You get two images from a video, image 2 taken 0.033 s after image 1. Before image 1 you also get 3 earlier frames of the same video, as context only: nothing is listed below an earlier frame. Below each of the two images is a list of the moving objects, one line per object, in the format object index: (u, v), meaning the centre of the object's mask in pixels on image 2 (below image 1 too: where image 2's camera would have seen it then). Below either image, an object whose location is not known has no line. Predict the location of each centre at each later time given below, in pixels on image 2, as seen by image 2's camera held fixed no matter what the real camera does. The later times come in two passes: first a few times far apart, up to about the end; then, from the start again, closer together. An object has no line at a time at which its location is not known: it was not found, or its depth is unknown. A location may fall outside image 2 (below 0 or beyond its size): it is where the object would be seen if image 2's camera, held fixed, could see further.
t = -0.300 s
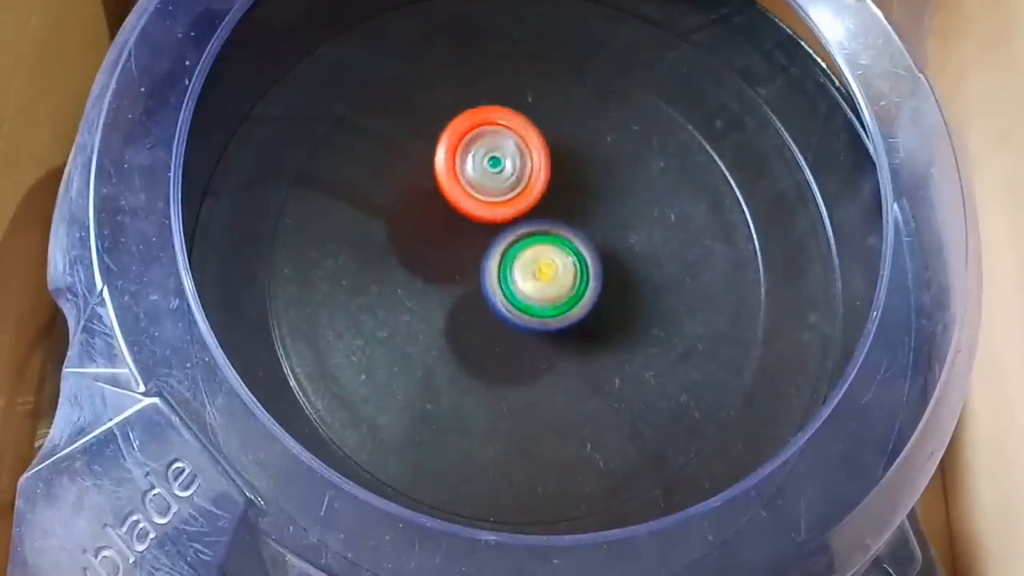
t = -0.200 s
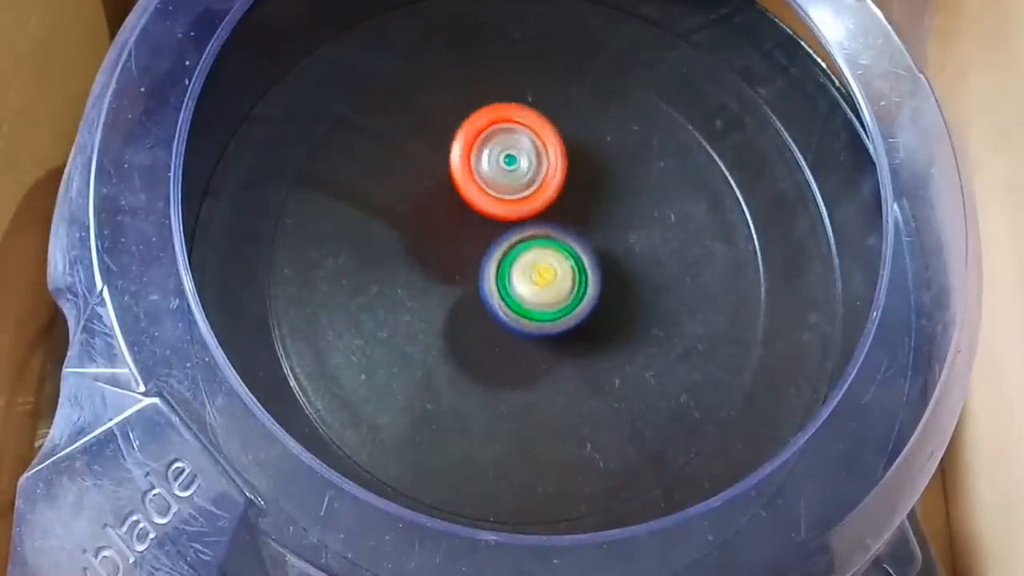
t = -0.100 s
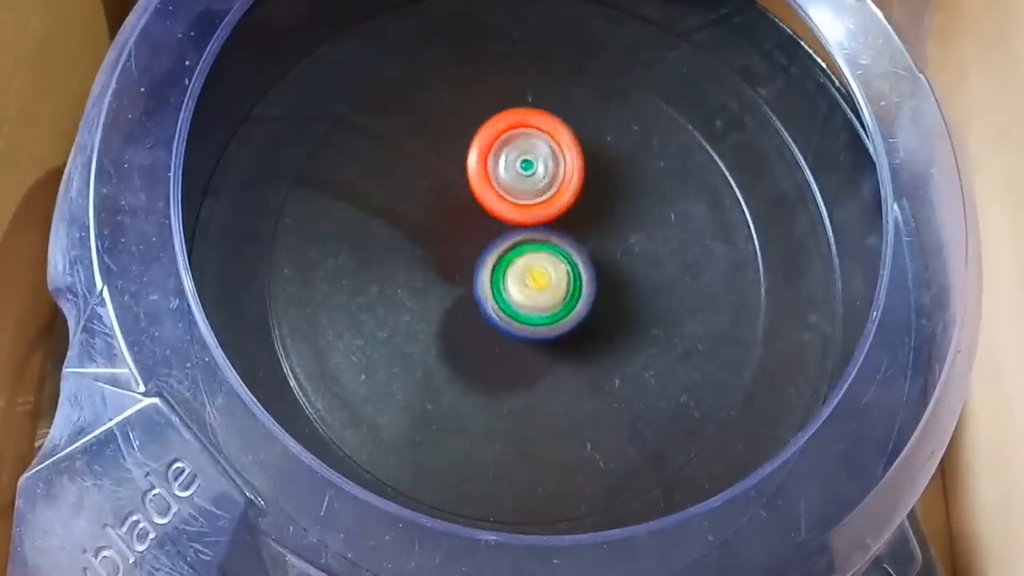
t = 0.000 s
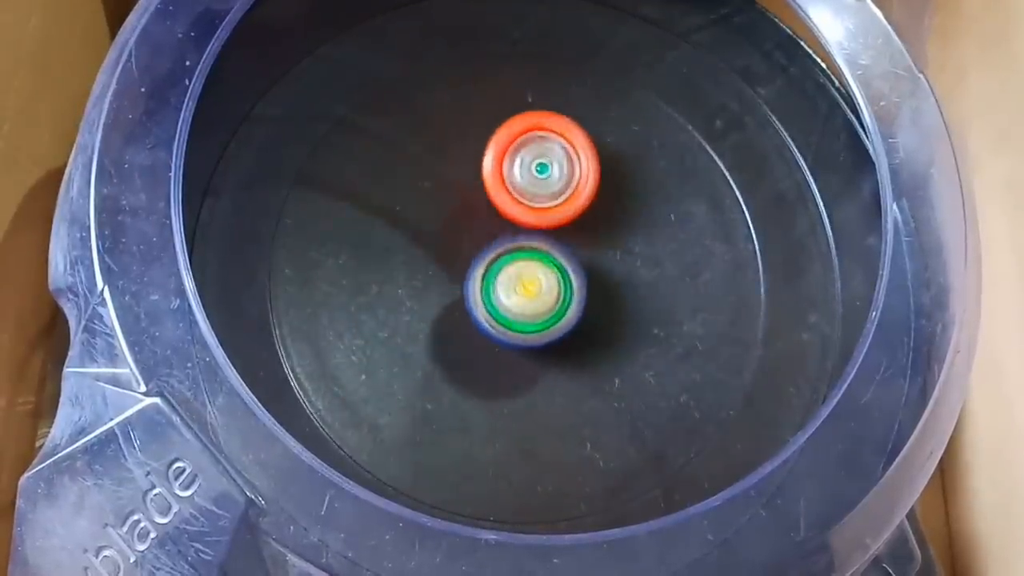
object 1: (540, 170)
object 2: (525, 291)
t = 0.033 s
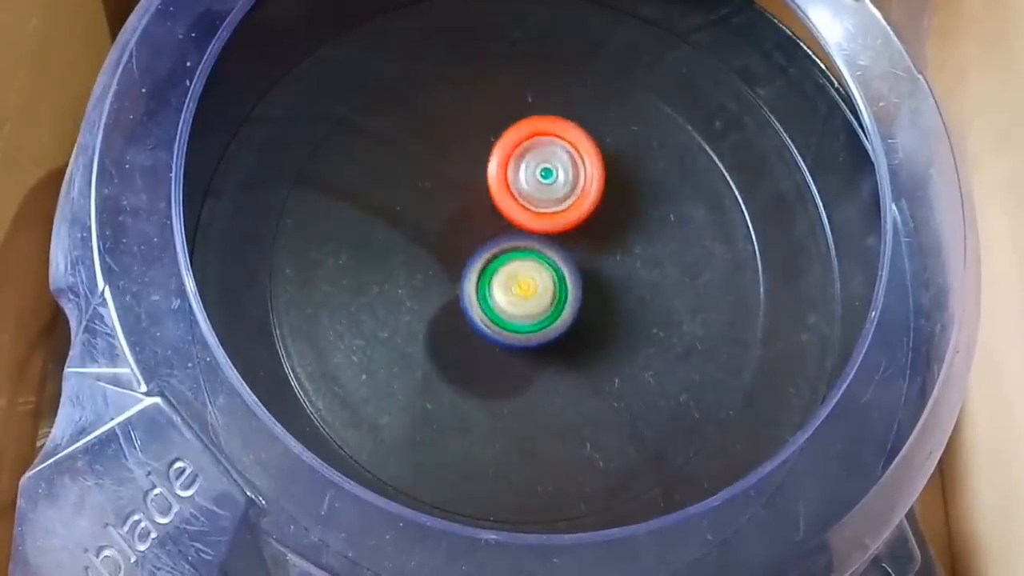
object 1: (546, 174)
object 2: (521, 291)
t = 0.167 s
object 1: (568, 184)
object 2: (505, 291)
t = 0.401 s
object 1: (598, 208)
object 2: (482, 285)
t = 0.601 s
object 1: (608, 248)
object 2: (484, 273)
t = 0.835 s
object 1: (619, 283)
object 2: (479, 263)
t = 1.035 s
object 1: (606, 318)
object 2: (491, 258)
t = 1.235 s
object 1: (587, 344)
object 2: (497, 252)
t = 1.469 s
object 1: (545, 359)
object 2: (506, 244)
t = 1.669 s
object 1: (511, 362)
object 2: (515, 232)
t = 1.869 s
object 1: (480, 338)
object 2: (527, 234)
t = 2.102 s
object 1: (447, 314)
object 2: (547, 237)
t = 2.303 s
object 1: (439, 280)
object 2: (556, 251)
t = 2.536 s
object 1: (437, 237)
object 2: (564, 269)
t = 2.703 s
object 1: (452, 211)
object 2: (556, 280)
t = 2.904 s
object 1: (478, 185)
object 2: (552, 292)
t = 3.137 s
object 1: (513, 183)
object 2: (538, 299)
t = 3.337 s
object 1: (540, 180)
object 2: (524, 310)
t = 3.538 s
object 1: (574, 195)
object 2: (505, 315)
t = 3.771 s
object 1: (589, 232)
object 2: (489, 299)
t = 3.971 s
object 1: (597, 259)
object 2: (476, 290)
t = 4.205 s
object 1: (598, 287)
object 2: (466, 269)
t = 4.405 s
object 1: (585, 308)
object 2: (465, 254)
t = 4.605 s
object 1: (568, 320)
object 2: (472, 241)
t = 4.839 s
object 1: (548, 328)
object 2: (481, 225)
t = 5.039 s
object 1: (530, 331)
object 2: (496, 208)
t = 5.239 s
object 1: (508, 322)
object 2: (514, 207)
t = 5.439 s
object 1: (490, 321)
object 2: (530, 208)
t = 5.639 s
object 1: (477, 316)
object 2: (546, 212)
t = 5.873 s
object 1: (467, 314)
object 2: (566, 216)
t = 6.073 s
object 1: (468, 296)
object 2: (575, 228)
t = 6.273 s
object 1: (466, 290)
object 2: (583, 237)
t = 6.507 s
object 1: (459, 275)
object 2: (590, 254)
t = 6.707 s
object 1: (445, 262)
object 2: (599, 267)
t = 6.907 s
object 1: (464, 256)
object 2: (589, 284)
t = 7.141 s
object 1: (471, 242)
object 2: (587, 297)
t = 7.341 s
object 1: (478, 235)
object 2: (580, 306)
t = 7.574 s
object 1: (486, 227)
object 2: (574, 316)
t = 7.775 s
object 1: (490, 214)
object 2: (571, 326)
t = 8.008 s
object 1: (502, 221)
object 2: (558, 331)
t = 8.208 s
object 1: (510, 217)
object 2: (548, 333)
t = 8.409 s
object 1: (506, 201)
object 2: (538, 341)
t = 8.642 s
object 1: (510, 215)
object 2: (519, 334)
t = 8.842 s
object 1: (509, 213)
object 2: (508, 332)
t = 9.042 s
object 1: (510, 209)
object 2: (502, 329)
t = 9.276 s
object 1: (524, 205)
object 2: (499, 323)
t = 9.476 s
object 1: (532, 205)
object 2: (495, 322)
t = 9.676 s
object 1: (542, 203)
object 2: (492, 323)
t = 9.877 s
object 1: (545, 215)
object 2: (489, 319)
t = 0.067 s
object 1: (551, 178)
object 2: (516, 292)
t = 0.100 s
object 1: (558, 178)
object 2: (512, 294)
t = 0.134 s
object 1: (563, 180)
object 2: (508, 293)
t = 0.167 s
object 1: (568, 184)
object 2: (505, 291)
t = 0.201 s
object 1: (572, 190)
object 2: (501, 288)
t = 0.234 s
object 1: (579, 191)
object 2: (496, 291)
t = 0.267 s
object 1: (586, 190)
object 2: (491, 293)
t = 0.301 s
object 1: (591, 191)
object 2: (488, 292)
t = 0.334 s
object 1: (594, 195)
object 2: (485, 290)
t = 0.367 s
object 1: (596, 201)
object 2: (483, 287)
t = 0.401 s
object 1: (598, 208)
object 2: (482, 285)
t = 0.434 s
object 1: (599, 216)
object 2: (482, 281)
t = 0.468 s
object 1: (600, 223)
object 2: (482, 279)
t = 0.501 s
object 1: (600, 231)
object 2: (484, 276)
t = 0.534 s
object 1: (602, 238)
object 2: (484, 275)
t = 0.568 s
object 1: (605, 243)
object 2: (485, 274)
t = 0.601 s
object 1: (608, 248)
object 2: (484, 273)
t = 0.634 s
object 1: (610, 254)
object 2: (484, 271)
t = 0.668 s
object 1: (609, 259)
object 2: (485, 270)
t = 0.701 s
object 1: (617, 265)
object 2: (480, 269)
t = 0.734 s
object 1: (622, 269)
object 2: (477, 268)
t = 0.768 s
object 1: (623, 273)
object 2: (477, 266)
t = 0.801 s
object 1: (622, 278)
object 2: (477, 264)
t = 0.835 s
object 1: (619, 283)
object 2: (479, 263)
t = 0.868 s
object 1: (616, 289)
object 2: (481, 262)
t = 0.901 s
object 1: (612, 295)
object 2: (484, 261)
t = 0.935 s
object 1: (608, 300)
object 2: (487, 261)
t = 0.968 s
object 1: (609, 308)
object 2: (488, 260)
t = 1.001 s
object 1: (609, 314)
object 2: (489, 259)
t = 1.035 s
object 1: (606, 318)
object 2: (491, 258)
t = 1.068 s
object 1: (601, 321)
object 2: (494, 258)
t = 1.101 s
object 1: (601, 329)
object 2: (492, 257)
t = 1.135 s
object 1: (599, 333)
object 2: (493, 256)
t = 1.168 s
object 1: (595, 335)
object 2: (495, 255)
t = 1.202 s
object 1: (589, 337)
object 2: (498, 255)
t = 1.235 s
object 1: (587, 344)
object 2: (497, 252)
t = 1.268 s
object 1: (585, 350)
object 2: (496, 249)
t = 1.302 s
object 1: (582, 352)
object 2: (497, 247)
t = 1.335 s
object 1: (576, 353)
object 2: (499, 245)
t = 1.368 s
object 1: (568, 353)
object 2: (501, 245)
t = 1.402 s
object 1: (559, 354)
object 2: (503, 245)
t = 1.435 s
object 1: (551, 353)
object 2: (506, 245)
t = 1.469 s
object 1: (545, 359)
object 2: (506, 244)
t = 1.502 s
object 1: (541, 363)
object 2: (506, 240)
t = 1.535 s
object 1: (537, 364)
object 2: (508, 239)
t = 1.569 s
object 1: (531, 361)
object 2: (509, 239)
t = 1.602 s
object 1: (525, 358)
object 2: (511, 239)
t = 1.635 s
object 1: (517, 355)
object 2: (513, 239)
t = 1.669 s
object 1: (511, 362)
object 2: (515, 232)
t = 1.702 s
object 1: (506, 363)
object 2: (516, 229)
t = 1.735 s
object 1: (502, 360)
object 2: (519, 229)
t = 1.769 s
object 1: (497, 355)
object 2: (521, 229)
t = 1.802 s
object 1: (491, 350)
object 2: (524, 231)
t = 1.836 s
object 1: (485, 344)
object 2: (526, 232)
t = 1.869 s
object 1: (480, 338)
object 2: (527, 234)
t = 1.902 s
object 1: (472, 339)
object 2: (532, 231)
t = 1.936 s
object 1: (467, 336)
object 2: (534, 231)
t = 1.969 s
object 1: (463, 331)
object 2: (536, 232)
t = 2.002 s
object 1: (460, 326)
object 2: (538, 235)
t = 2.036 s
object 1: (458, 318)
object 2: (540, 237)
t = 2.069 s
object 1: (451, 318)
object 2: (544, 236)
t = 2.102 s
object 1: (447, 314)
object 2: (547, 237)
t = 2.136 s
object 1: (446, 310)
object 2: (549, 238)
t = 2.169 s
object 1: (445, 304)
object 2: (550, 241)
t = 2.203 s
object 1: (446, 296)
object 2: (550, 244)
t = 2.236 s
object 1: (441, 292)
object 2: (554, 246)
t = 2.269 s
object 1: (438, 285)
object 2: (556, 248)
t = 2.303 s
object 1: (439, 280)
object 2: (556, 251)
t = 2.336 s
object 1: (439, 273)
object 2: (557, 254)
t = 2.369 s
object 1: (436, 268)
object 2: (559, 256)
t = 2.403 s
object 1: (436, 262)
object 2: (560, 258)
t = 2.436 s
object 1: (439, 257)
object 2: (560, 261)
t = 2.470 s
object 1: (437, 249)
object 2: (564, 264)
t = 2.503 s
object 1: (436, 242)
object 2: (565, 267)
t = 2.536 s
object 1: (437, 237)
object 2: (564, 269)
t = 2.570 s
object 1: (441, 231)
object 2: (561, 272)
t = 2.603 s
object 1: (445, 226)
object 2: (559, 275)
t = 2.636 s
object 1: (449, 221)
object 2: (557, 278)
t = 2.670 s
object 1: (449, 215)
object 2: (557, 279)
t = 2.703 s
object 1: (452, 211)
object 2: (556, 280)
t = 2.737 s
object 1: (458, 207)
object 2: (554, 281)
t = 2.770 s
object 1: (463, 203)
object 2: (553, 283)
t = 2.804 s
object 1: (467, 198)
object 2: (553, 285)
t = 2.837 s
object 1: (472, 194)
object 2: (552, 286)
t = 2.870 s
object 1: (477, 191)
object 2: (551, 288)
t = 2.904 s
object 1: (478, 185)
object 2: (552, 292)
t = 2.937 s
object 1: (481, 184)
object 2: (551, 294)
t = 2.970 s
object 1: (486, 183)
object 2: (548, 295)
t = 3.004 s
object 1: (492, 184)
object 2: (545, 295)
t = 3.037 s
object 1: (499, 185)
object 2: (543, 296)
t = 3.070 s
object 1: (504, 182)
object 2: (542, 297)
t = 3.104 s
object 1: (509, 182)
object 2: (540, 299)
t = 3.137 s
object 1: (513, 183)
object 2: (538, 299)
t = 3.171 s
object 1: (518, 180)
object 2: (536, 304)
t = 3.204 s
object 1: (523, 172)
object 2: (535, 312)
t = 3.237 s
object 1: (526, 171)
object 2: (534, 313)
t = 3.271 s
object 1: (531, 172)
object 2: (531, 313)
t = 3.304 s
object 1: (536, 175)
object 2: (527, 312)
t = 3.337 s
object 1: (540, 180)
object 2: (524, 310)
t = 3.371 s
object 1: (544, 185)
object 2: (520, 308)
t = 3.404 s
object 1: (549, 192)
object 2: (518, 306)
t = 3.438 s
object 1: (555, 196)
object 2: (515, 306)
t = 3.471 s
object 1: (560, 199)
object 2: (513, 307)
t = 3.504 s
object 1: (565, 200)
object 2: (511, 308)
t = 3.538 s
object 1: (574, 195)
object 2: (505, 315)
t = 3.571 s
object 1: (578, 194)
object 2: (502, 316)
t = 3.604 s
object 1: (581, 197)
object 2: (499, 314)
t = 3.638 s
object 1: (584, 202)
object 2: (496, 312)
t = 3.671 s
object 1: (586, 209)
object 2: (493, 309)
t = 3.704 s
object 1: (587, 217)
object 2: (491, 306)
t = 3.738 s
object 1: (588, 224)
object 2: (490, 303)
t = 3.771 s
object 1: (589, 232)
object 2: (489, 299)
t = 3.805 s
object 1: (591, 237)
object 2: (487, 298)
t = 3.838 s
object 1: (595, 241)
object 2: (484, 297)
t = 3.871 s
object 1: (594, 245)
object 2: (482, 296)
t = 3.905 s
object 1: (596, 250)
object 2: (480, 294)
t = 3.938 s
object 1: (597, 255)
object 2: (478, 293)
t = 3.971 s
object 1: (597, 259)
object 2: (476, 290)
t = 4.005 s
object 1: (598, 264)
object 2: (475, 288)
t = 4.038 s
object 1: (599, 268)
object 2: (473, 285)
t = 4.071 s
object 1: (602, 272)
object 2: (469, 282)
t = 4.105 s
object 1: (602, 275)
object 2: (468, 279)
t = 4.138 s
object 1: (599, 278)
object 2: (469, 275)
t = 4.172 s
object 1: (594, 282)
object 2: (471, 272)
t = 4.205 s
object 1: (598, 287)
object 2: (466, 269)
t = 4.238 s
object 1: (599, 291)
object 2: (464, 267)
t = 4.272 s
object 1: (598, 293)
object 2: (465, 265)
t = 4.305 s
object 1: (593, 296)
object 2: (466, 262)
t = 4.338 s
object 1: (588, 299)
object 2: (467, 259)
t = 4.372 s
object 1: (584, 303)
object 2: (467, 257)
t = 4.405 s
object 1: (585, 308)
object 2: (465, 254)
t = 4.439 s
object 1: (582, 310)
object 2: (467, 252)
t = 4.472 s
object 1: (578, 311)
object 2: (469, 250)
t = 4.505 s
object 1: (576, 315)
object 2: (469, 248)
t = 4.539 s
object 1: (572, 316)
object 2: (470, 245)
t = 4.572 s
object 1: (571, 319)
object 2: (471, 243)
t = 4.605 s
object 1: (568, 320)
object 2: (472, 241)
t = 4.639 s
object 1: (565, 321)
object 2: (473, 240)
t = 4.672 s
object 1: (564, 325)
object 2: (473, 236)
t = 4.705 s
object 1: (561, 326)
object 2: (475, 234)
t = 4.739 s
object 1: (559, 326)
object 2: (477, 232)
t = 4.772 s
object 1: (554, 325)
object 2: (479, 230)
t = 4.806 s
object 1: (551, 329)
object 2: (479, 227)
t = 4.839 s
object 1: (548, 328)
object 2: (481, 225)
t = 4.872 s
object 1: (544, 327)
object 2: (485, 224)
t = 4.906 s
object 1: (541, 333)
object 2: (484, 217)
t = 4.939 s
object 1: (540, 336)
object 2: (485, 212)
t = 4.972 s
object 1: (538, 337)
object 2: (488, 210)
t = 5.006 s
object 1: (535, 334)
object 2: (492, 208)
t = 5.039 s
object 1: (530, 331)
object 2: (496, 208)
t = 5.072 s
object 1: (526, 326)
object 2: (500, 207)
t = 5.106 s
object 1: (521, 323)
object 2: (504, 208)
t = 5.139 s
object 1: (516, 327)
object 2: (506, 206)
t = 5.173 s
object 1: (513, 327)
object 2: (508, 205)
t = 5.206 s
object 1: (511, 325)
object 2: (511, 206)
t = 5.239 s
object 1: (508, 322)
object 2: (514, 207)
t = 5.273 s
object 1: (503, 323)
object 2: (517, 207)
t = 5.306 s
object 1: (500, 322)
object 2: (519, 208)
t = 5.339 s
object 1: (496, 325)
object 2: (522, 206)
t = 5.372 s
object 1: (493, 326)
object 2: (525, 206)
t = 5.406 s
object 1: (492, 324)
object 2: (528, 206)
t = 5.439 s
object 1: (490, 321)
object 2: (530, 208)
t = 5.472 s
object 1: (489, 318)
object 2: (532, 210)
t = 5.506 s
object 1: (487, 317)
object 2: (535, 211)
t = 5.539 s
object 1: (483, 317)
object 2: (537, 211)
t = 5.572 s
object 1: (482, 315)
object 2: (539, 212)
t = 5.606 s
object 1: (482, 314)
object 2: (541, 214)
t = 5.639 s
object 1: (477, 316)
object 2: (546, 212)
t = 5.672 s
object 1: (477, 315)
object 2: (548, 213)
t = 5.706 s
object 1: (479, 314)
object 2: (551, 216)
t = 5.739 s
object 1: (480, 309)
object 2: (553, 218)
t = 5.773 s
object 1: (478, 308)
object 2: (555, 219)
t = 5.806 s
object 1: (469, 313)
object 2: (562, 213)
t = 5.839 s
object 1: (467, 315)
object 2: (564, 214)
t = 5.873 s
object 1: (467, 314)
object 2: (566, 216)
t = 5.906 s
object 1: (467, 312)
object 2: (568, 218)
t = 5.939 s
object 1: (468, 308)
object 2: (570, 220)
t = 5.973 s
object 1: (469, 304)
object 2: (570, 223)
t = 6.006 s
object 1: (471, 300)
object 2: (571, 226)
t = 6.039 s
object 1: (473, 296)
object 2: (571, 229)
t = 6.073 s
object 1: (468, 296)
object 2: (575, 228)
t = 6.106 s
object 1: (458, 298)
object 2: (580, 225)
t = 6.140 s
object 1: (456, 299)
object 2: (582, 226)
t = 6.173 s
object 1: (457, 299)
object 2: (583, 228)
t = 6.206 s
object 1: (459, 297)
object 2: (584, 231)
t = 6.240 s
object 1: (462, 294)
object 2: (584, 234)
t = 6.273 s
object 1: (466, 290)
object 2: (583, 237)
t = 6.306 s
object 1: (470, 287)
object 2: (583, 241)
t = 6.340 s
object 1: (470, 283)
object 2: (584, 243)
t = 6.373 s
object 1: (468, 280)
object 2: (585, 245)
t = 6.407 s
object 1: (470, 279)
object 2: (585, 248)
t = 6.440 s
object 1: (464, 278)
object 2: (589, 250)
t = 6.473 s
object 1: (460, 276)
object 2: (591, 251)
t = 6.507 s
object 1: (459, 275)
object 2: (590, 254)
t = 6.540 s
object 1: (460, 273)
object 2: (590, 258)
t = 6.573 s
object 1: (463, 270)
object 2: (589, 261)
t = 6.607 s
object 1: (465, 267)
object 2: (588, 264)
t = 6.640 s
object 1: (455, 264)
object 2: (595, 265)
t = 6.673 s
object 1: (446, 262)
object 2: (600, 265)
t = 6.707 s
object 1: (445, 262)
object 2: (599, 267)
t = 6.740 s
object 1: (445, 262)
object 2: (598, 271)
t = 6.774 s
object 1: (447, 261)
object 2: (597, 273)
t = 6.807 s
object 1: (451, 260)
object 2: (596, 276)
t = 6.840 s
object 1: (455, 259)
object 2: (594, 278)
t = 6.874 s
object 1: (459, 258)
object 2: (592, 281)
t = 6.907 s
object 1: (464, 256)
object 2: (589, 284)
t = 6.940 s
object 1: (468, 255)
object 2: (588, 286)
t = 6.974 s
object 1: (461, 249)
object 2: (594, 288)
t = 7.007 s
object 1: (461, 247)
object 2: (594, 288)
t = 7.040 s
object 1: (463, 246)
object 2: (591, 289)
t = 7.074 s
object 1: (467, 246)
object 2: (589, 292)
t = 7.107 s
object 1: (472, 246)
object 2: (585, 295)
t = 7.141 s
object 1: (471, 242)
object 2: (587, 297)
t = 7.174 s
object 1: (467, 236)
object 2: (590, 299)
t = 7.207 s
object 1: (467, 234)
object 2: (588, 301)
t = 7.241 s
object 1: (468, 235)
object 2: (587, 303)
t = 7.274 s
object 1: (471, 234)
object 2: (584, 304)
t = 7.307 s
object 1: (475, 235)
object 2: (582, 306)
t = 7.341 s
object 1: (478, 235)
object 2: (580, 306)
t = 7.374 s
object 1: (481, 235)
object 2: (579, 308)
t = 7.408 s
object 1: (481, 233)
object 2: (578, 309)
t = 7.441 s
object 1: (483, 230)
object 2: (578, 310)
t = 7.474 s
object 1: (481, 226)
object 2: (580, 312)
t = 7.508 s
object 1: (481, 226)
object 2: (578, 313)
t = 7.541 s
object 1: (483, 226)
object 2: (576, 315)
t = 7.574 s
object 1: (486, 227)
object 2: (574, 316)
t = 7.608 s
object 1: (489, 227)
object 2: (572, 317)
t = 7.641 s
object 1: (491, 228)
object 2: (571, 318)
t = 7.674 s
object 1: (493, 227)
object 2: (569, 319)
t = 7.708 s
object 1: (493, 224)
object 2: (569, 319)
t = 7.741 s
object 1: (494, 222)
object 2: (569, 322)
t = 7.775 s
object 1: (490, 214)
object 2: (571, 326)
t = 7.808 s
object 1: (489, 213)
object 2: (570, 328)
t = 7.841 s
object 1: (490, 212)
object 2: (567, 329)
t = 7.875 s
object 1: (493, 214)
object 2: (564, 330)
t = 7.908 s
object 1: (496, 217)
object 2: (563, 330)
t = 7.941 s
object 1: (499, 218)
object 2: (561, 330)
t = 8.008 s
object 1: (502, 221)
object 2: (558, 331)
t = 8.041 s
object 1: (504, 223)
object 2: (556, 332)
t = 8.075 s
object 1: (507, 219)
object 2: (555, 333)
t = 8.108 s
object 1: (509, 220)
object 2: (552, 332)
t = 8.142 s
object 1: (509, 221)
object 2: (550, 332)
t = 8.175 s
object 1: (509, 218)
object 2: (550, 334)
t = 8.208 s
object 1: (510, 217)
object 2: (548, 333)
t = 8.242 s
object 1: (510, 219)
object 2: (545, 333)
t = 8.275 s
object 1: (510, 220)
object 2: (543, 333)
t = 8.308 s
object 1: (509, 209)
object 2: (544, 340)
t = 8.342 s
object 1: (509, 202)
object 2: (544, 341)
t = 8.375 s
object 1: (507, 200)
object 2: (540, 341)
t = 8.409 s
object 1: (506, 201)
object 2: (538, 341)
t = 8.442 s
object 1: (506, 201)
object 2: (535, 341)
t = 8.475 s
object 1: (507, 203)
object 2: (531, 340)
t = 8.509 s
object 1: (507, 207)
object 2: (528, 339)
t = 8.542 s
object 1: (508, 210)
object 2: (526, 338)
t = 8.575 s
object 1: (509, 215)
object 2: (523, 336)
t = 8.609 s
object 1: (509, 216)
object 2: (520, 335)
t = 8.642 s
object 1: (510, 215)
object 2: (519, 334)
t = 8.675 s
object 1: (511, 212)
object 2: (519, 336)
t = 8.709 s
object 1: (511, 207)
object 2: (519, 336)
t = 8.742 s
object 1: (510, 208)
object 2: (516, 335)
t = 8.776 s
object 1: (509, 209)
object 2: (513, 334)
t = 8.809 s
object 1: (509, 211)
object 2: (511, 333)
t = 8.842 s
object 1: (509, 213)
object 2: (508, 332)
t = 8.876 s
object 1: (510, 209)
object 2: (508, 333)
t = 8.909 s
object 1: (511, 205)
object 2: (509, 331)
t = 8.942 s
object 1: (511, 206)
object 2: (506, 330)
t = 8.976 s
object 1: (509, 208)
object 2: (504, 330)
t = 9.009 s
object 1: (509, 209)
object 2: (503, 328)
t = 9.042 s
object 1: (510, 209)
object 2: (502, 329)
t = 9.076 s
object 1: (512, 209)
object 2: (501, 326)
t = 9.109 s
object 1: (516, 208)
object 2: (501, 328)
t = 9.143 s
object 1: (517, 207)
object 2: (502, 326)
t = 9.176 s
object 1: (517, 208)
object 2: (499, 325)
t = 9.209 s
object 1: (518, 210)
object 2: (498, 325)
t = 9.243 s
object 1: (520, 207)
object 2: (498, 325)
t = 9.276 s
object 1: (524, 205)
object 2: (499, 323)
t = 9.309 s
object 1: (524, 208)
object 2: (496, 322)
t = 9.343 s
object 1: (524, 208)
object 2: (496, 323)
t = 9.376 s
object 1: (529, 202)
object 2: (497, 325)
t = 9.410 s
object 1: (530, 202)
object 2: (495, 324)
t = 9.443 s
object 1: (530, 203)
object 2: (495, 323)
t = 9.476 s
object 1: (532, 205)
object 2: (495, 322)
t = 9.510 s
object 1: (532, 208)
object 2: (494, 320)
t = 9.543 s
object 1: (536, 205)
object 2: (493, 325)
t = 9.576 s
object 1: (542, 199)
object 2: (494, 328)
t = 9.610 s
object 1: (544, 200)
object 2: (493, 326)
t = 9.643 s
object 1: (543, 201)
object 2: (491, 326)
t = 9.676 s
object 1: (542, 203)
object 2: (492, 323)
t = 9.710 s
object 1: (542, 207)
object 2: (491, 321)
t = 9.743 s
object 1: (542, 212)
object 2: (491, 319)
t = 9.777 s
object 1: (547, 208)
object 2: (491, 322)
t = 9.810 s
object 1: (549, 209)
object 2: (491, 322)
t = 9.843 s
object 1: (546, 212)
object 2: (489, 318)
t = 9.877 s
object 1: (545, 215)
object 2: (489, 319)
